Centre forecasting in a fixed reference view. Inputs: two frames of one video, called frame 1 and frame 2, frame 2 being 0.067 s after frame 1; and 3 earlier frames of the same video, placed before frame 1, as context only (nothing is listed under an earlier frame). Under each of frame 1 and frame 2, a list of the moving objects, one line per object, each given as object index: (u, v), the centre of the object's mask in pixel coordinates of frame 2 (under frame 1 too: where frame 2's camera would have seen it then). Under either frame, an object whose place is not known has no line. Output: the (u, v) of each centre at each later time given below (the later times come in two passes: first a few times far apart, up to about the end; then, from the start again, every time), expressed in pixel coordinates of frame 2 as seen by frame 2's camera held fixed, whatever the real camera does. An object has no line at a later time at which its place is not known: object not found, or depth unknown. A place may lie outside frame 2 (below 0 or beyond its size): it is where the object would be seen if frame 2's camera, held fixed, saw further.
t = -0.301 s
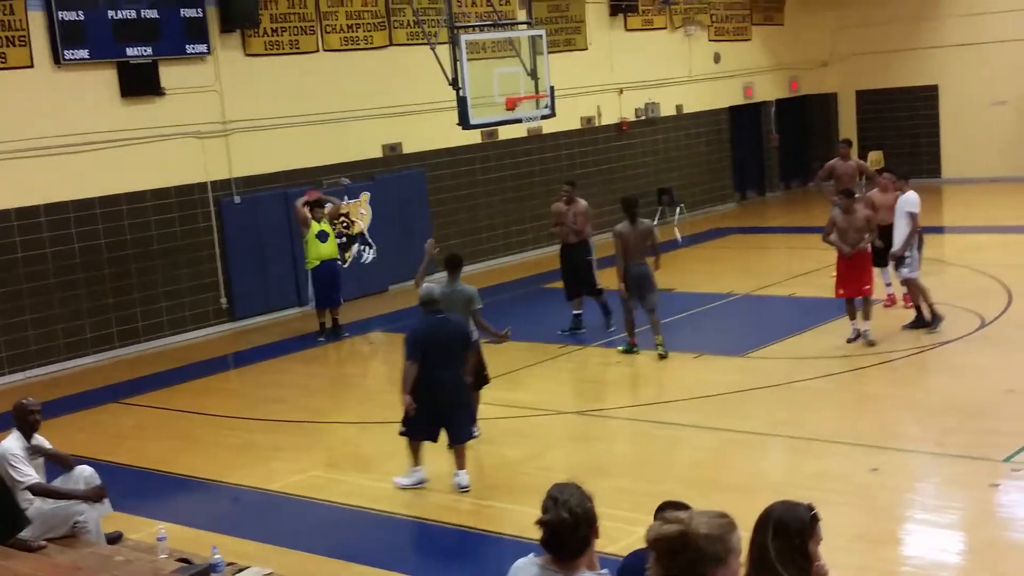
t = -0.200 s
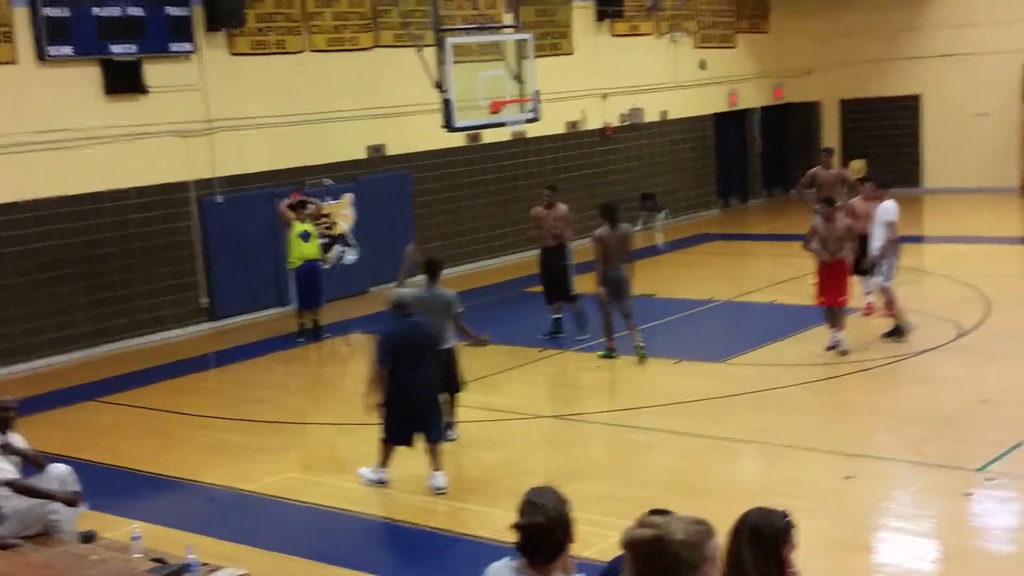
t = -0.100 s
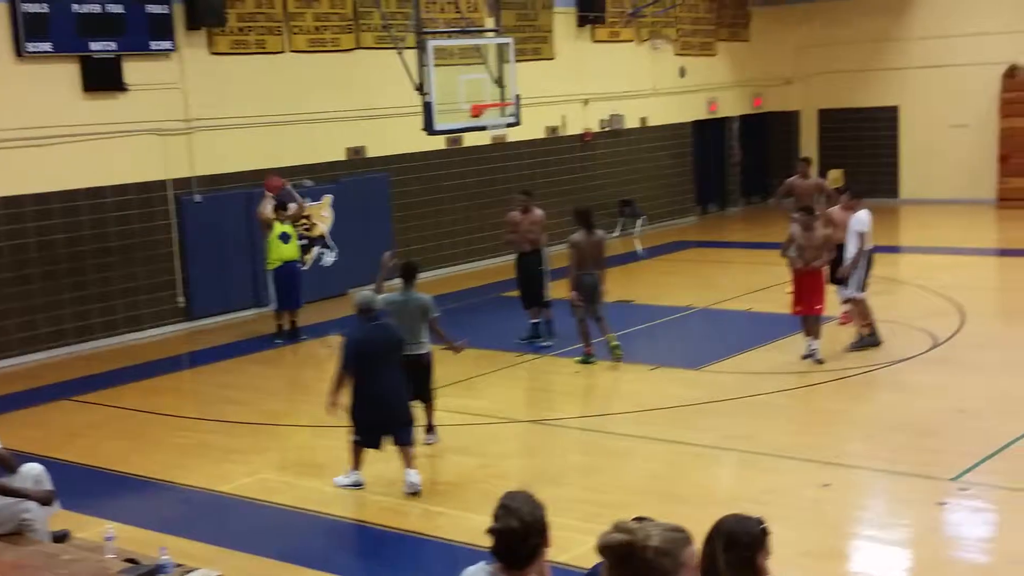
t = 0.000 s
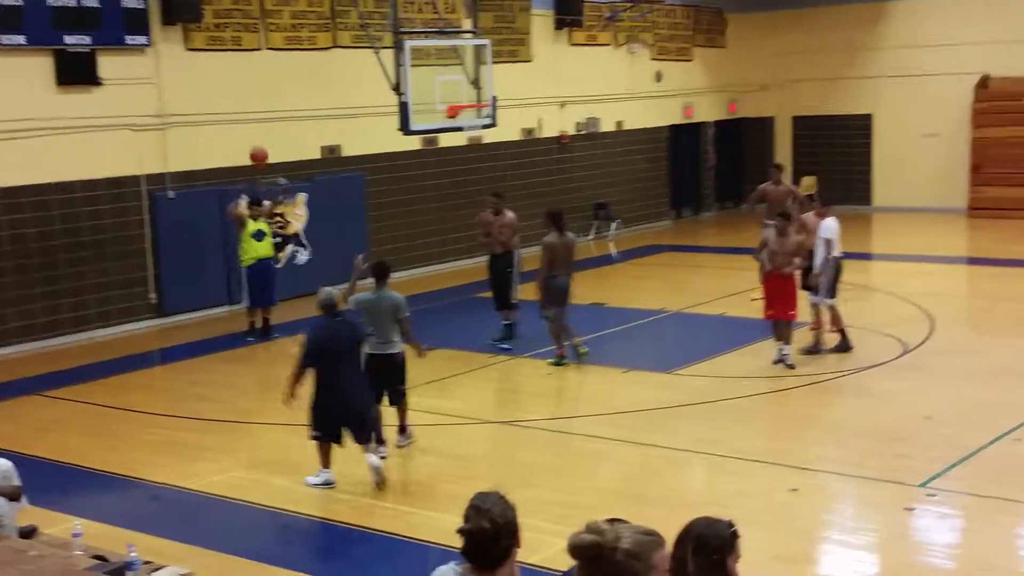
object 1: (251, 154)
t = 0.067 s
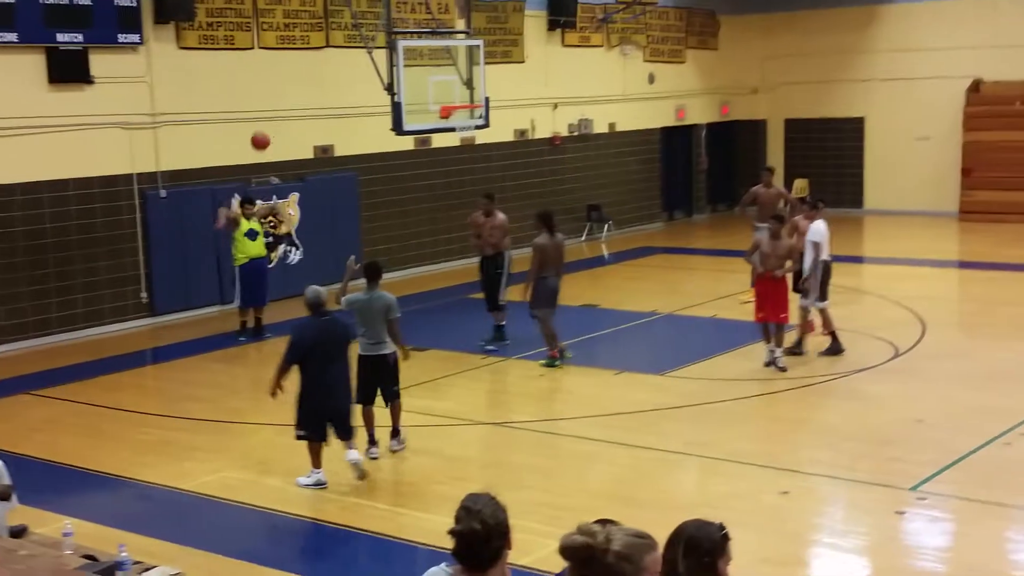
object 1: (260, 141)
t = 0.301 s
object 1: (298, 117)
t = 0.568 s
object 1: (356, 146)
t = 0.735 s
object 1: (402, 205)
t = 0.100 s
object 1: (265, 135)
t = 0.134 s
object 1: (270, 130)
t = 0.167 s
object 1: (275, 125)
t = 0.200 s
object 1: (280, 122)
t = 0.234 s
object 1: (286, 119)
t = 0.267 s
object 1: (292, 118)
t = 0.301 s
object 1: (298, 117)
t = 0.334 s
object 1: (305, 117)
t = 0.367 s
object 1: (311, 118)
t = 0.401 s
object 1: (318, 119)
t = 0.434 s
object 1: (325, 123)
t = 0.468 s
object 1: (332, 126)
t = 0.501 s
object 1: (340, 133)
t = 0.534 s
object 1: (348, 139)
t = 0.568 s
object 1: (356, 146)
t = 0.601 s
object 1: (367, 157)
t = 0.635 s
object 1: (376, 166)
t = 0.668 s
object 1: (385, 176)
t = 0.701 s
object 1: (393, 190)
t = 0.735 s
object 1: (402, 205)
